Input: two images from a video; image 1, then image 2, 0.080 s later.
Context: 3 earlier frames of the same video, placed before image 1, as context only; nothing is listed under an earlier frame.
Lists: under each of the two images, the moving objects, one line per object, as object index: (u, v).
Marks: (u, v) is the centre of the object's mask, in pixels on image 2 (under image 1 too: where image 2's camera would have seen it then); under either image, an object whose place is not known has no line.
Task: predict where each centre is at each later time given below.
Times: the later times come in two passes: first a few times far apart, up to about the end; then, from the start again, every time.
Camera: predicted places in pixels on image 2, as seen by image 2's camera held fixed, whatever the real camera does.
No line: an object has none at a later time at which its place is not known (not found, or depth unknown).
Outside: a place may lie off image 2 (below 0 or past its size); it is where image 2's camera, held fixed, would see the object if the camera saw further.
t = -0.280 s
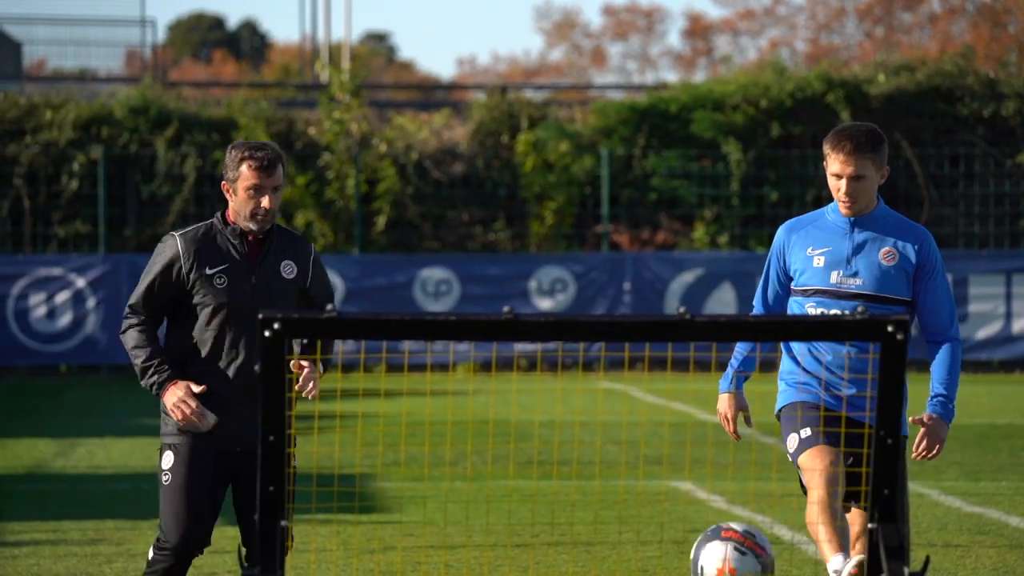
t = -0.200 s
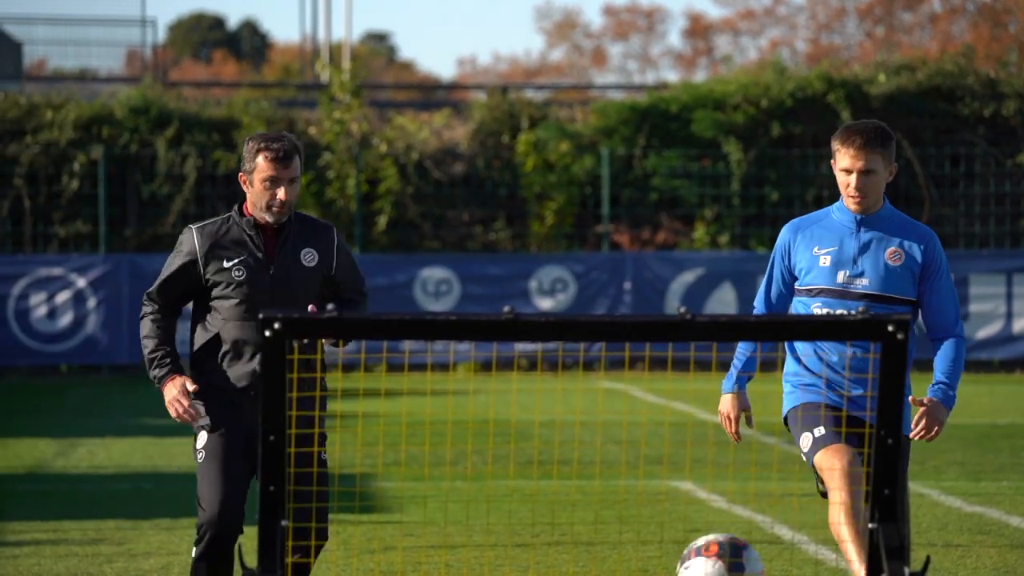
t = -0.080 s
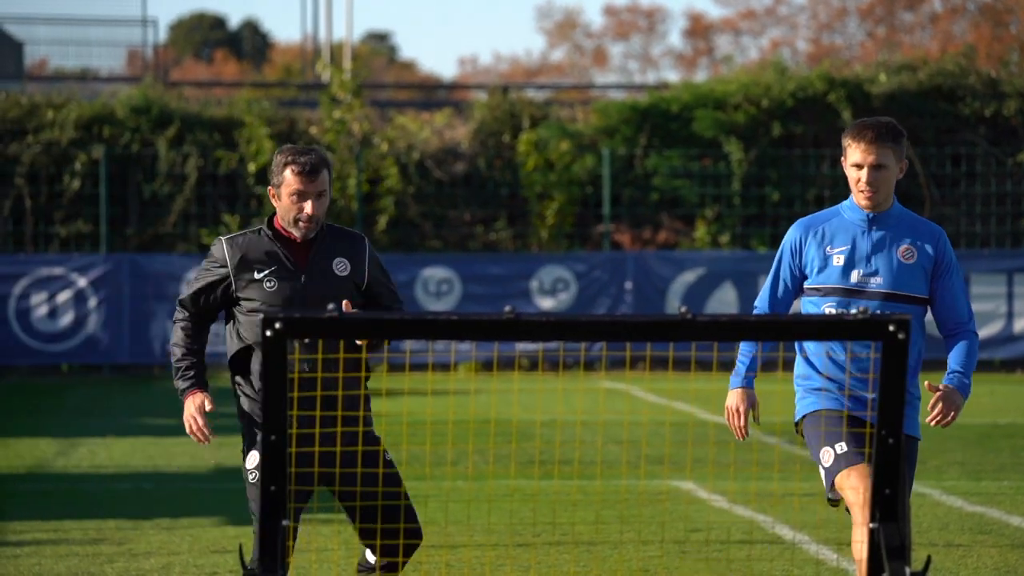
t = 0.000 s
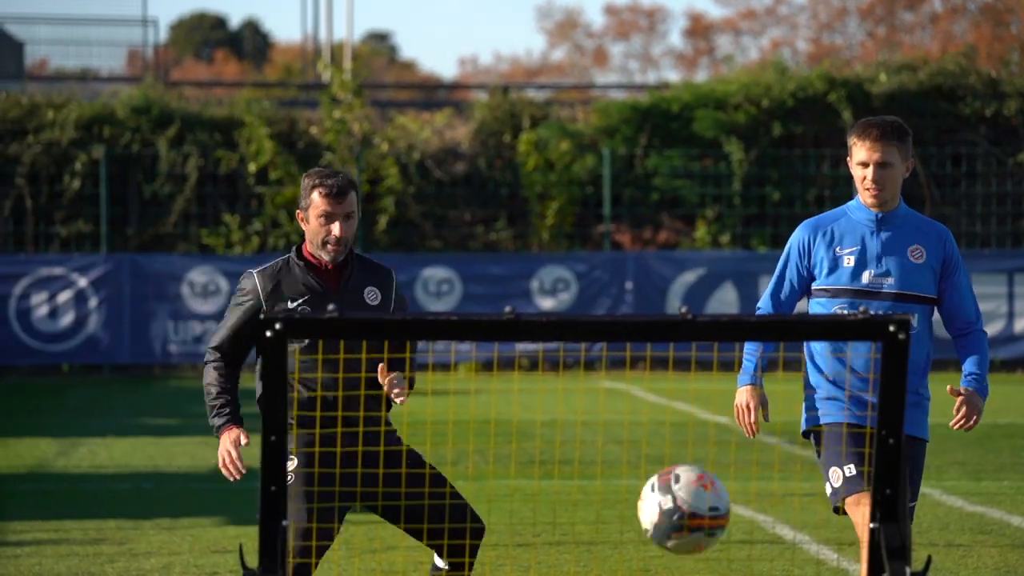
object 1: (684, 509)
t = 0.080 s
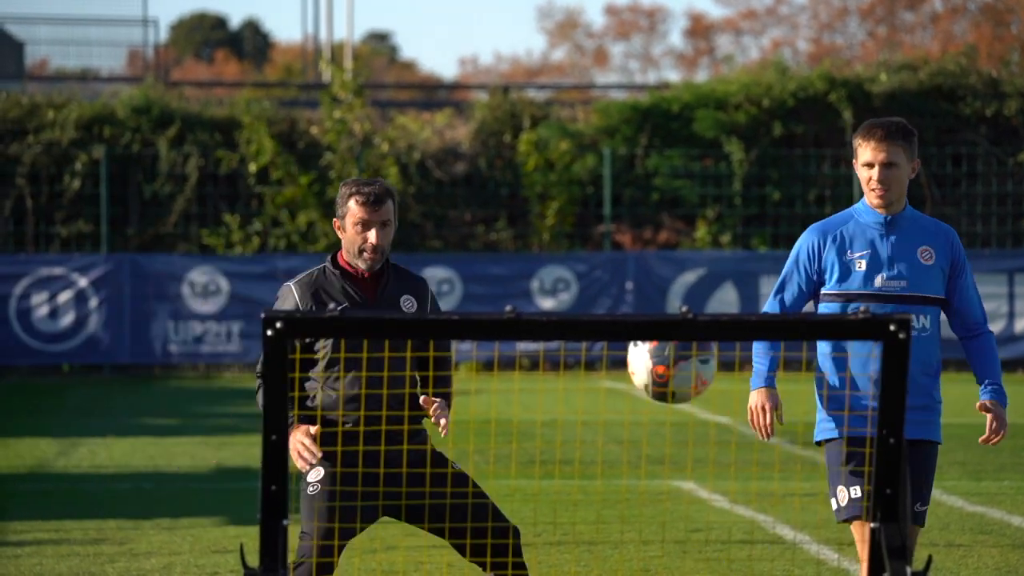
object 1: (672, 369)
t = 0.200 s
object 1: (654, 194)
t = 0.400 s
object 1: (626, 48)
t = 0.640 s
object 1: (590, 72)
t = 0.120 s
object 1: (665, 287)
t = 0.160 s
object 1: (660, 241)
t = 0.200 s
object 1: (654, 194)
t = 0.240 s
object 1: (649, 151)
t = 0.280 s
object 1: (643, 116)
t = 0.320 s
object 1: (637, 87)
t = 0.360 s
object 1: (632, 65)
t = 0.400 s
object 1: (626, 48)
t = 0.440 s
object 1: (620, 38)
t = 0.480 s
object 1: (615, 35)
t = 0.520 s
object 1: (609, 35)
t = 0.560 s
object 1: (603, 41)
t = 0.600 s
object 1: (597, 54)
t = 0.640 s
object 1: (590, 72)
